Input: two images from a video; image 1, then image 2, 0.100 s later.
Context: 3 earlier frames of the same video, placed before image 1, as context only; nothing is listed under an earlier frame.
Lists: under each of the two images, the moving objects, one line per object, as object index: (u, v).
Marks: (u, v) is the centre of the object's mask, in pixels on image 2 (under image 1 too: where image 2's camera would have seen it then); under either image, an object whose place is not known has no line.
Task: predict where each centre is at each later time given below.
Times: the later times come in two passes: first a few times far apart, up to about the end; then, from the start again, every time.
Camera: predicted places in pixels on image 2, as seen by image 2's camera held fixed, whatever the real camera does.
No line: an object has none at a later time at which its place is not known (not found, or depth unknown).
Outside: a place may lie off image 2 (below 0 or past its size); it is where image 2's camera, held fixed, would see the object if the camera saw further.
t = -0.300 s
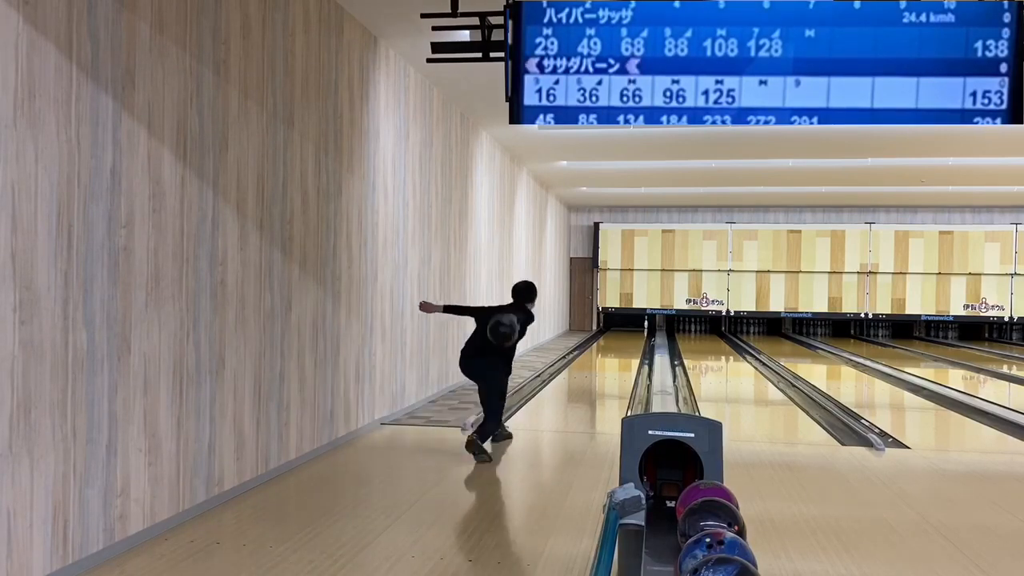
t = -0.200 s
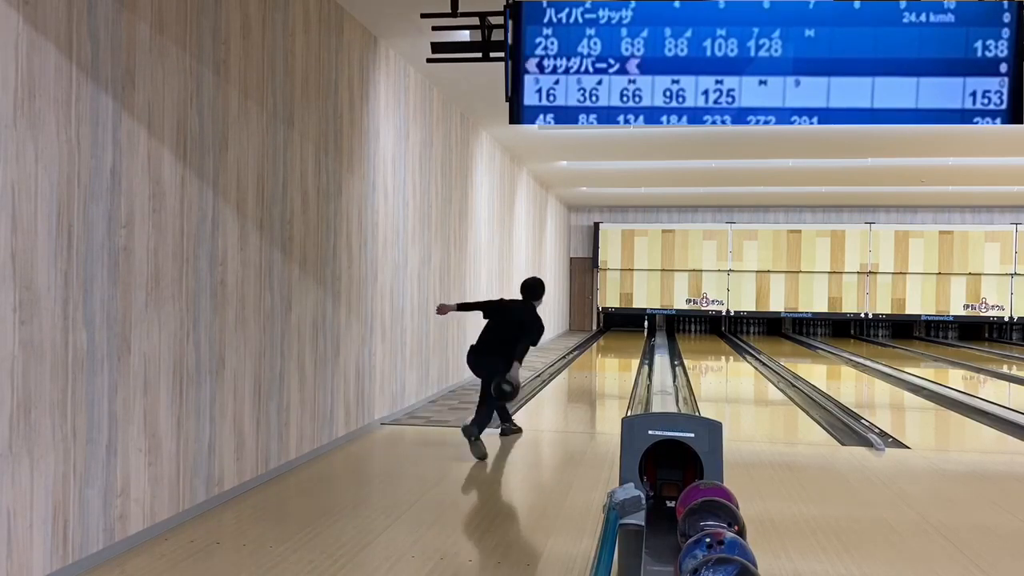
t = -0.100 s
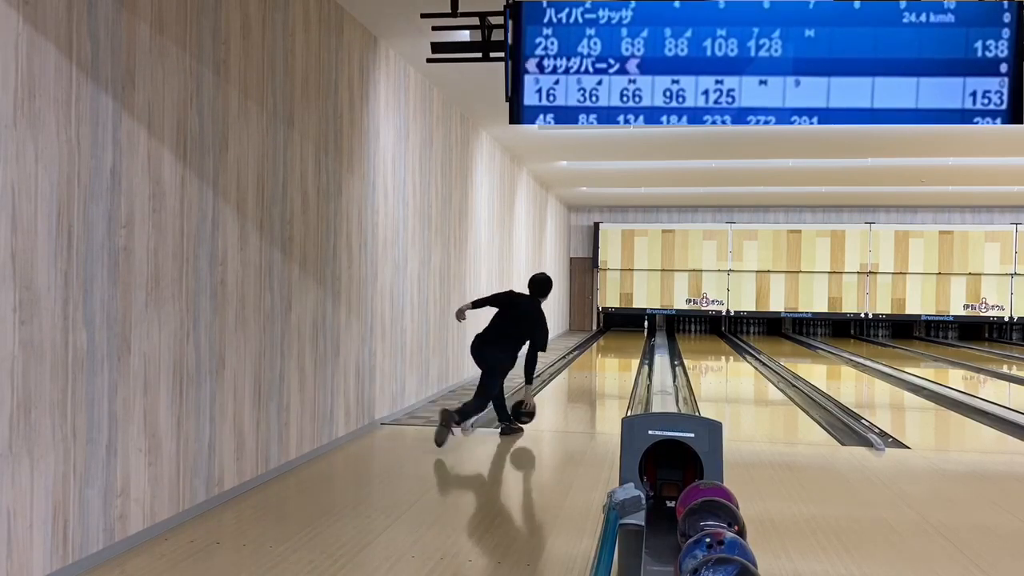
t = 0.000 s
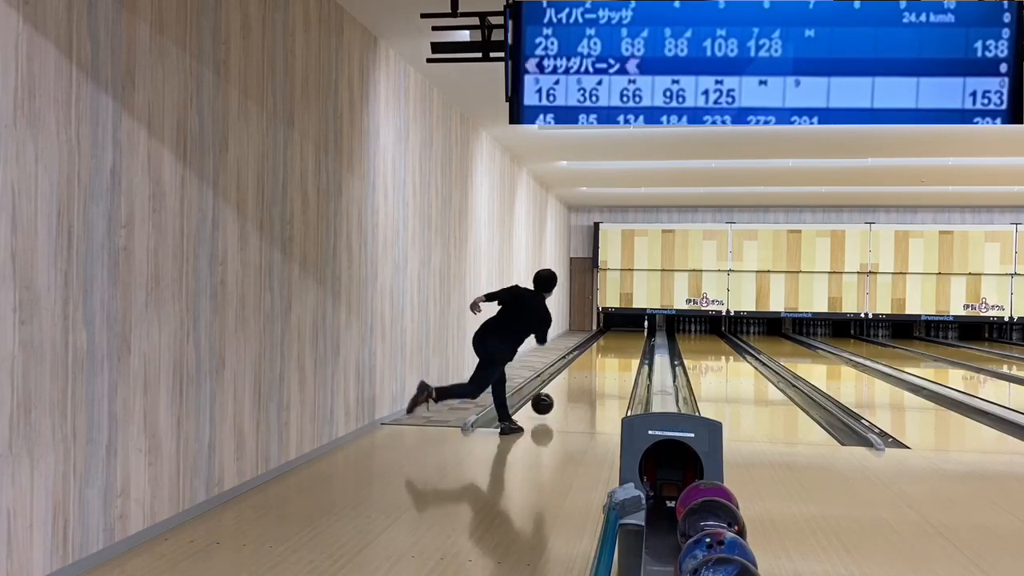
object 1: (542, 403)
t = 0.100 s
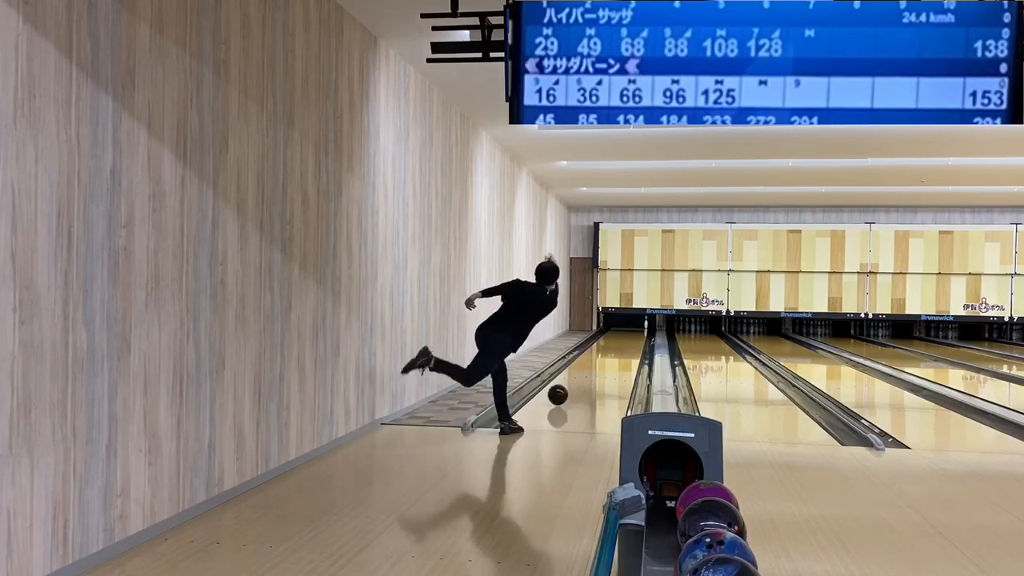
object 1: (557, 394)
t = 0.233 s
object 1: (572, 384)
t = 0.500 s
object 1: (596, 366)
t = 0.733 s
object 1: (610, 354)
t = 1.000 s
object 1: (622, 346)
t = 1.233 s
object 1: (630, 339)
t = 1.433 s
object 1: (636, 335)
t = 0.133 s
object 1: (562, 392)
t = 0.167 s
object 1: (566, 389)
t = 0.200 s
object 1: (570, 386)
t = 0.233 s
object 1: (572, 384)
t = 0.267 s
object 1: (575, 381)
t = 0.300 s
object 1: (579, 379)
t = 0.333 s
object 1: (582, 376)
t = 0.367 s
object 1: (585, 374)
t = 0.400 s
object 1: (588, 372)
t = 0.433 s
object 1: (591, 370)
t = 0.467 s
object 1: (593, 368)
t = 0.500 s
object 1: (596, 366)
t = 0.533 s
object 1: (598, 364)
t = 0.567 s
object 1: (601, 362)
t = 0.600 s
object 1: (603, 360)
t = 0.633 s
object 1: (604, 358)
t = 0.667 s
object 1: (606, 357)
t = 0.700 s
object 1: (608, 356)
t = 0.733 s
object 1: (610, 354)
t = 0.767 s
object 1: (612, 353)
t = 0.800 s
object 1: (614, 352)
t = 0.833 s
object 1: (615, 351)
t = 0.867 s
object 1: (617, 350)
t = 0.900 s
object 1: (618, 348)
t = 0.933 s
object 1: (620, 347)
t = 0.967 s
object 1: (621, 346)
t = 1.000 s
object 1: (622, 346)
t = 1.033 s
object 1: (624, 345)
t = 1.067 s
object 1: (625, 344)
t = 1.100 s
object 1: (626, 343)
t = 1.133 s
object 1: (627, 342)
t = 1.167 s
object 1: (628, 341)
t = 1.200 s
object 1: (629, 340)
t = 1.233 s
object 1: (630, 339)
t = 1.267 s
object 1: (631, 338)
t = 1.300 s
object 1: (632, 338)
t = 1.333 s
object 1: (633, 337)
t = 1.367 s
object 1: (634, 336)
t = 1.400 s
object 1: (635, 335)
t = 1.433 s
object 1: (636, 335)
